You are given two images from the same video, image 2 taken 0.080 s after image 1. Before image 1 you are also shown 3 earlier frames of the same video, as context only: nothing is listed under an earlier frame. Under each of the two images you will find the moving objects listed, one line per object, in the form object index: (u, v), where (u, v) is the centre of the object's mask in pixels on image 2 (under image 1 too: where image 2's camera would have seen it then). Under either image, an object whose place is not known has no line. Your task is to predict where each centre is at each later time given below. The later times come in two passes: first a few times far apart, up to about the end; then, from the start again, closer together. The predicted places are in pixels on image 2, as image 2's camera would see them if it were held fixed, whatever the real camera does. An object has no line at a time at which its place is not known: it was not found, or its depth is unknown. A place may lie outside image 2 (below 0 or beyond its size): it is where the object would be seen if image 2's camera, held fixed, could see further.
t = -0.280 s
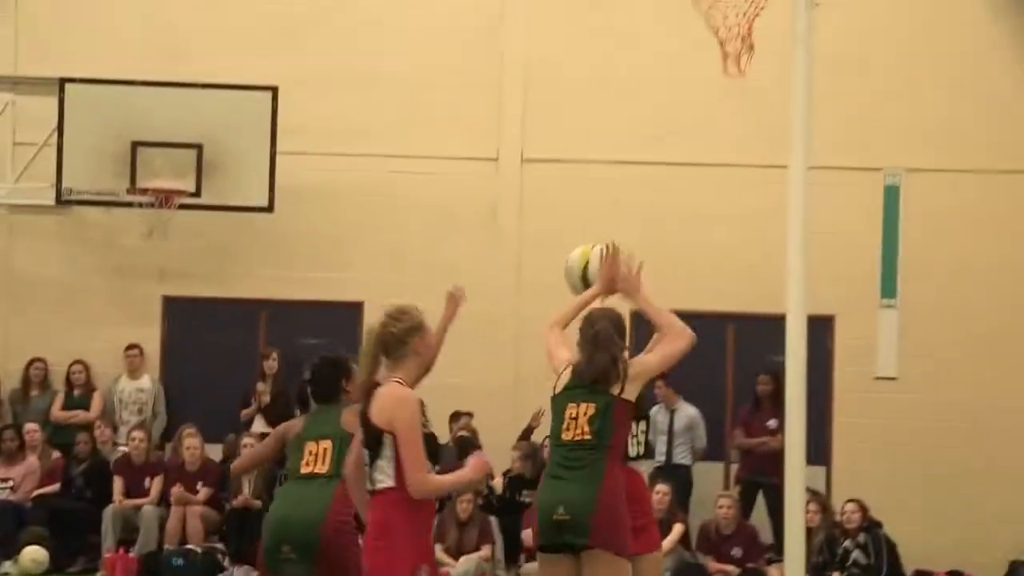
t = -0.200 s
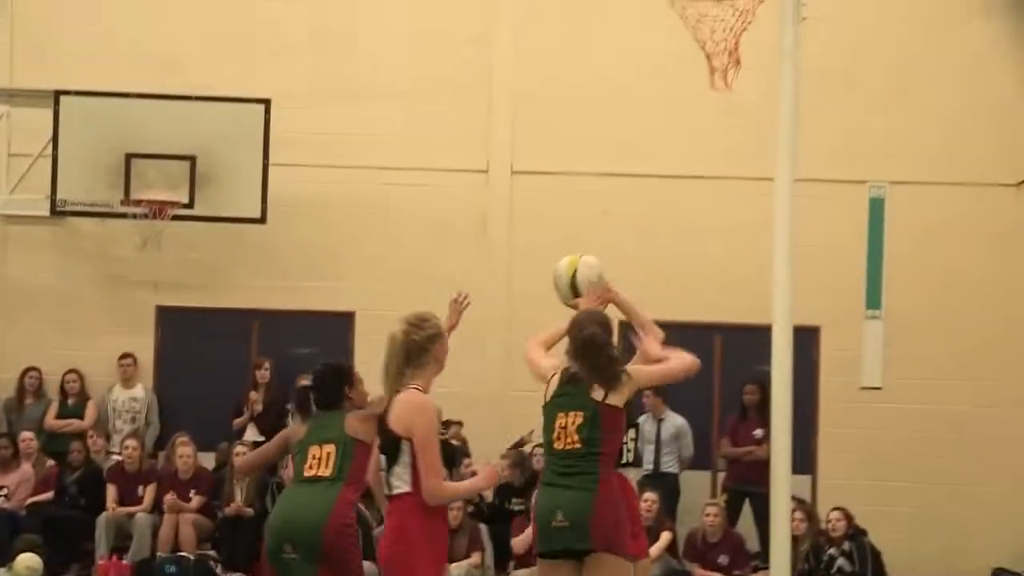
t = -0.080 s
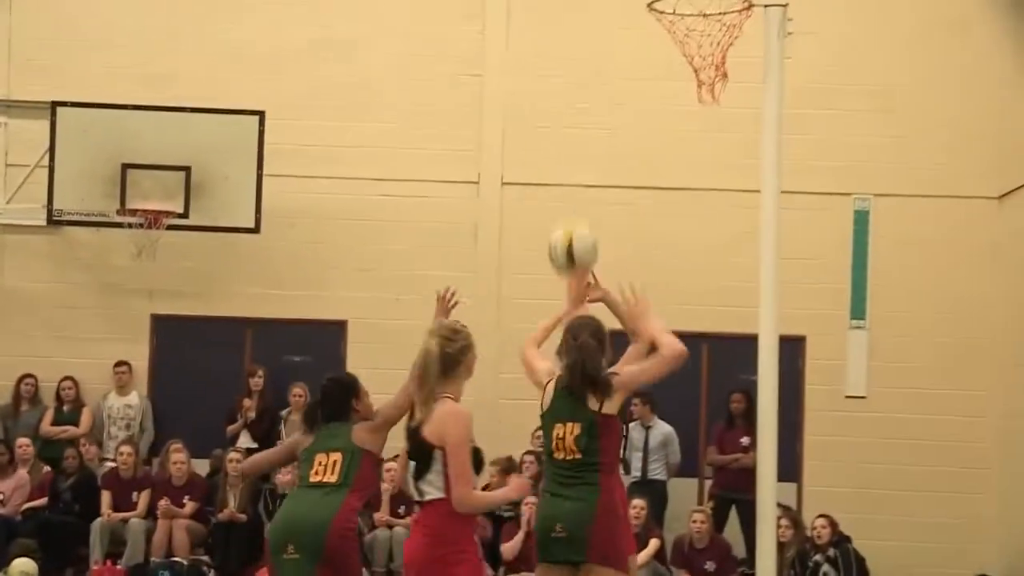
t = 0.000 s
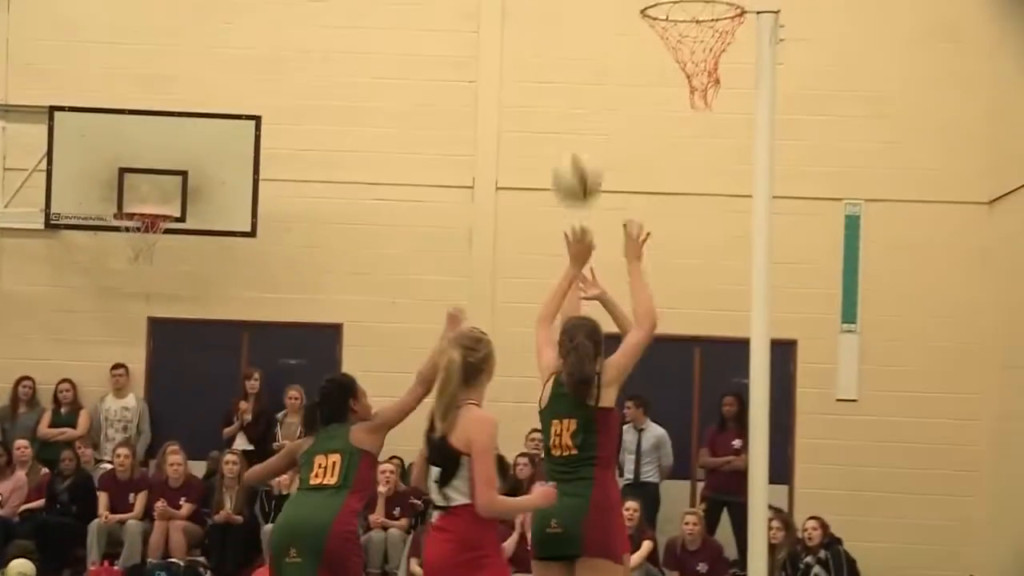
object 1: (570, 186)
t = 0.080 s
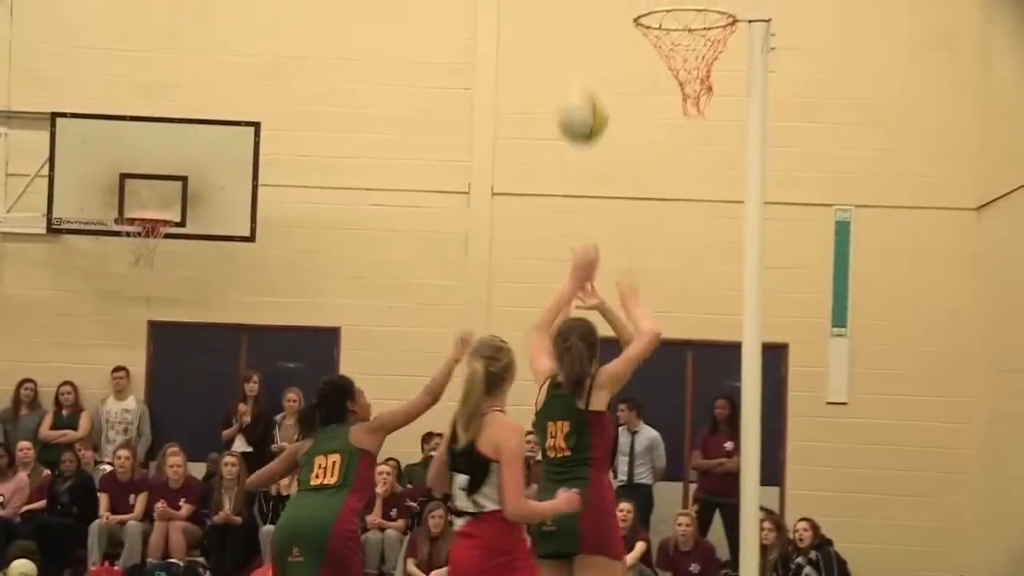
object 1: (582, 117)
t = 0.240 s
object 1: (607, 21)
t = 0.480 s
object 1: (636, -14)
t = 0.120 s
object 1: (589, 92)
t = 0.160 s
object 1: (595, 66)
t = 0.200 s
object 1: (601, 43)
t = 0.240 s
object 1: (607, 21)
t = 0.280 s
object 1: (612, 6)
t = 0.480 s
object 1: (636, -14)
